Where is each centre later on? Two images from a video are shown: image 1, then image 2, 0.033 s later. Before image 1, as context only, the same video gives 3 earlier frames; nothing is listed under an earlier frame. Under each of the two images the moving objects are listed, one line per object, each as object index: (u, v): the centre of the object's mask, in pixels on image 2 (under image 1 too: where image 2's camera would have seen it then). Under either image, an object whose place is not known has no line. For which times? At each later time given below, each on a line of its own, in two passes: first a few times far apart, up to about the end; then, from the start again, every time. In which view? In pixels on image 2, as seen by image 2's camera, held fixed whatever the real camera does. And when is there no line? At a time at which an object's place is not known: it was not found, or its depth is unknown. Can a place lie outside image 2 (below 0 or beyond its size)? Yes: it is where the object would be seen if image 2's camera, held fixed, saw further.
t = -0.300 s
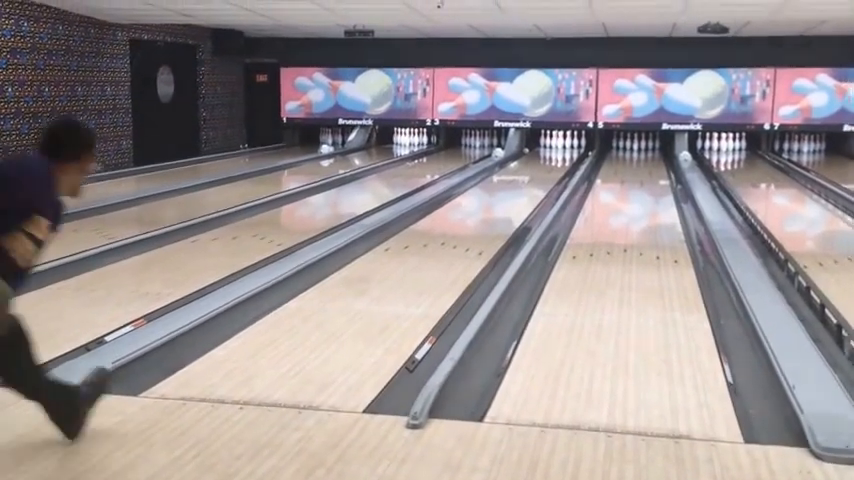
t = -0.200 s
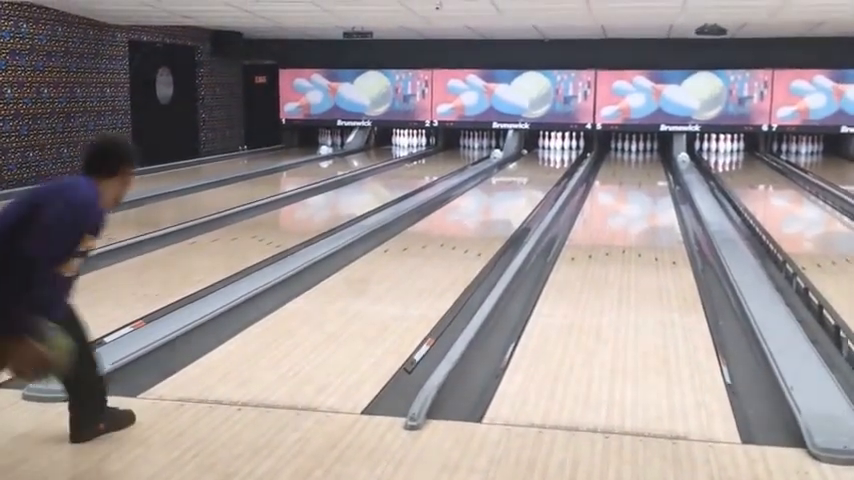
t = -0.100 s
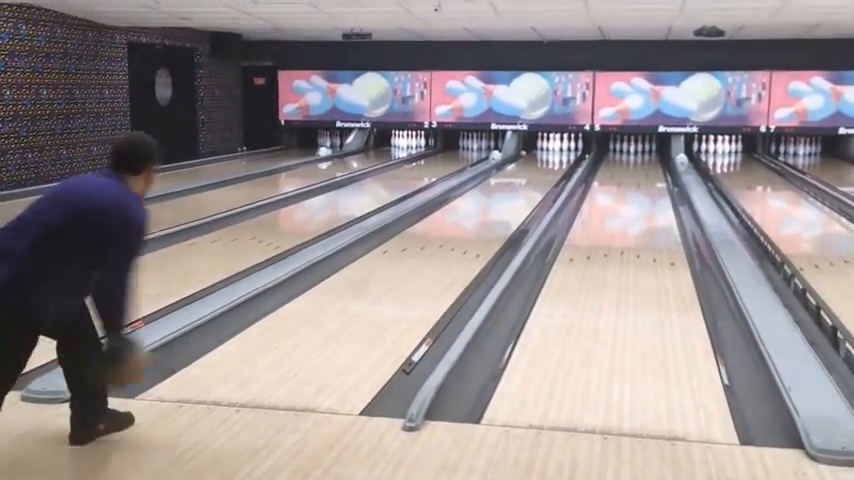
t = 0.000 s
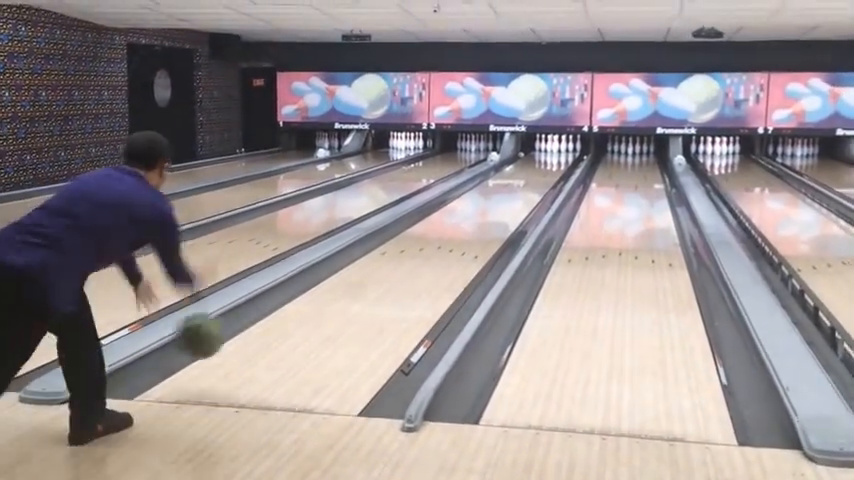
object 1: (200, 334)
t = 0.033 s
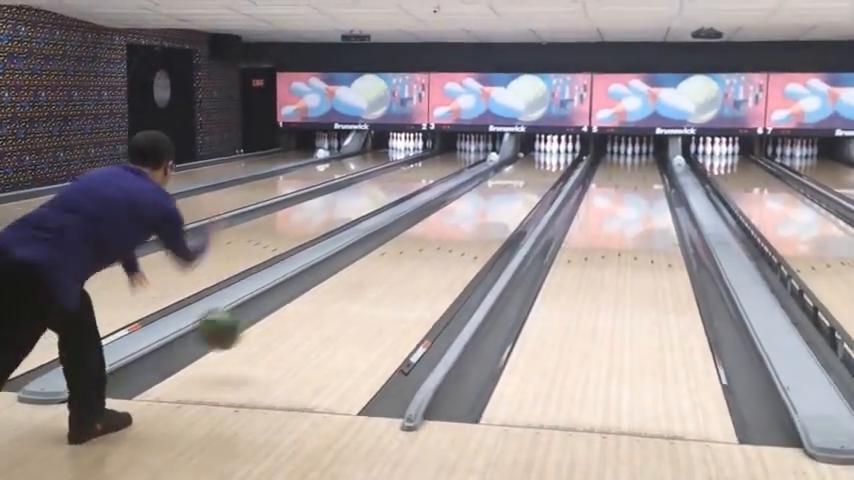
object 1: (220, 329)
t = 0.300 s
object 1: (340, 293)
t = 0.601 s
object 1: (416, 247)
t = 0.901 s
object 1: (464, 219)
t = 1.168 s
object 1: (493, 200)
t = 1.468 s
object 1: (517, 186)
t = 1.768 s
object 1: (535, 174)
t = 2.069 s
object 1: (546, 166)
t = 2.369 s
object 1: (554, 158)
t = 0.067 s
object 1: (240, 324)
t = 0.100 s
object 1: (257, 320)
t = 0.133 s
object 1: (274, 320)
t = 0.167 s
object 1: (290, 322)
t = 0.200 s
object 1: (303, 316)
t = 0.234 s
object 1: (317, 307)
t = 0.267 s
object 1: (329, 300)
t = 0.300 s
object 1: (340, 293)
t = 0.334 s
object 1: (351, 287)
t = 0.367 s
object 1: (361, 281)
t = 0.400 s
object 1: (370, 275)
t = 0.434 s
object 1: (378, 270)
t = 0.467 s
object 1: (387, 265)
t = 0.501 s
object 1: (395, 260)
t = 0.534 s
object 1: (403, 256)
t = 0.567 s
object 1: (409, 251)
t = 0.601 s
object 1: (416, 247)
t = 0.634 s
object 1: (422, 244)
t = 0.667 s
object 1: (429, 240)
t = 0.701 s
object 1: (434, 237)
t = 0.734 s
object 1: (440, 234)
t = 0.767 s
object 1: (445, 230)
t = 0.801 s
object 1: (450, 228)
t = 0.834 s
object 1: (455, 224)
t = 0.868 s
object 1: (459, 222)
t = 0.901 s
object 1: (464, 219)
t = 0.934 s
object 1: (468, 216)
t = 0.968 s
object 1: (472, 214)
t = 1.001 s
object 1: (476, 211)
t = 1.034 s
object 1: (480, 209)
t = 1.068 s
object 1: (483, 207)
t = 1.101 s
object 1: (487, 204)
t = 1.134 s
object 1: (490, 202)
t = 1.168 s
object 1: (493, 200)
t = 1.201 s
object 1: (496, 198)
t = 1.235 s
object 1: (499, 197)
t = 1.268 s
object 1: (502, 195)
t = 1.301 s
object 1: (505, 193)
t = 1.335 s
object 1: (508, 191)
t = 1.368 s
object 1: (510, 190)
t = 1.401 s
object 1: (512, 189)
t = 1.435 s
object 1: (515, 187)
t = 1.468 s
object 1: (517, 186)
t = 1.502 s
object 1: (519, 185)
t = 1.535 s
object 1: (522, 183)
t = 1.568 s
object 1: (524, 182)
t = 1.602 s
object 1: (526, 181)
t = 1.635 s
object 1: (527, 180)
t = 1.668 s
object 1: (529, 178)
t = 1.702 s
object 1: (531, 177)
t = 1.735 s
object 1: (533, 176)
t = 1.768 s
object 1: (535, 174)
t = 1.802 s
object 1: (536, 173)
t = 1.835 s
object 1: (537, 172)
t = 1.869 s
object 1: (538, 172)
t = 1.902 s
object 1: (539, 172)
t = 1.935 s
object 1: (541, 171)
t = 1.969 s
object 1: (543, 169)
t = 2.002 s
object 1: (544, 168)
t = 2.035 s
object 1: (545, 166)
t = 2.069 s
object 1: (546, 166)
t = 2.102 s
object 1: (547, 165)
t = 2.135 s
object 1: (549, 163)
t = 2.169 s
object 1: (550, 162)
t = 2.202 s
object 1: (551, 162)
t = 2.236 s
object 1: (553, 161)
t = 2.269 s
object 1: (553, 160)
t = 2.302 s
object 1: (553, 160)
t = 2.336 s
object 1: (553, 159)
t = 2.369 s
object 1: (554, 158)
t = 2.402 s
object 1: (554, 158)
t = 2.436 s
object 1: (555, 158)
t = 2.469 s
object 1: (555, 157)
